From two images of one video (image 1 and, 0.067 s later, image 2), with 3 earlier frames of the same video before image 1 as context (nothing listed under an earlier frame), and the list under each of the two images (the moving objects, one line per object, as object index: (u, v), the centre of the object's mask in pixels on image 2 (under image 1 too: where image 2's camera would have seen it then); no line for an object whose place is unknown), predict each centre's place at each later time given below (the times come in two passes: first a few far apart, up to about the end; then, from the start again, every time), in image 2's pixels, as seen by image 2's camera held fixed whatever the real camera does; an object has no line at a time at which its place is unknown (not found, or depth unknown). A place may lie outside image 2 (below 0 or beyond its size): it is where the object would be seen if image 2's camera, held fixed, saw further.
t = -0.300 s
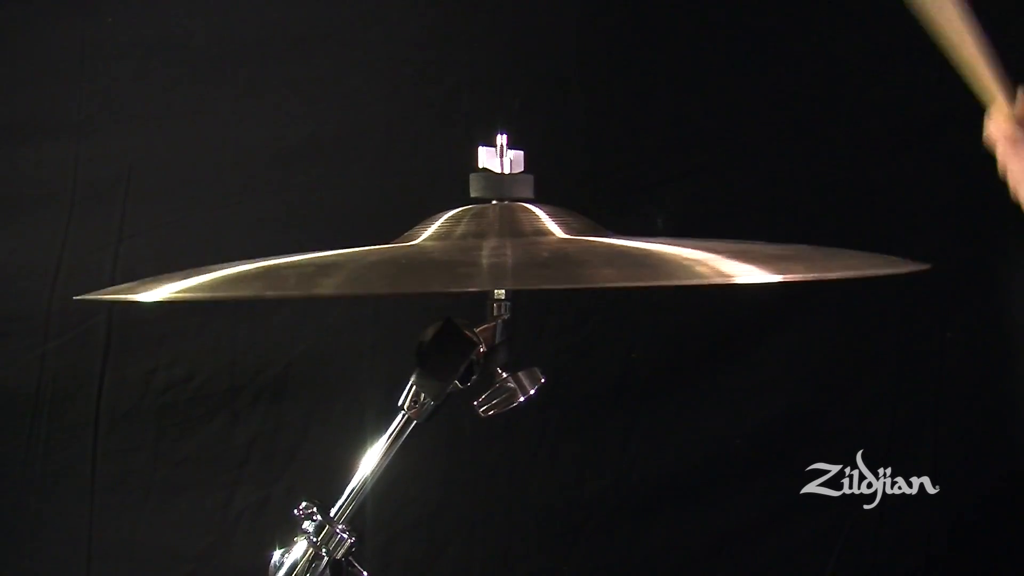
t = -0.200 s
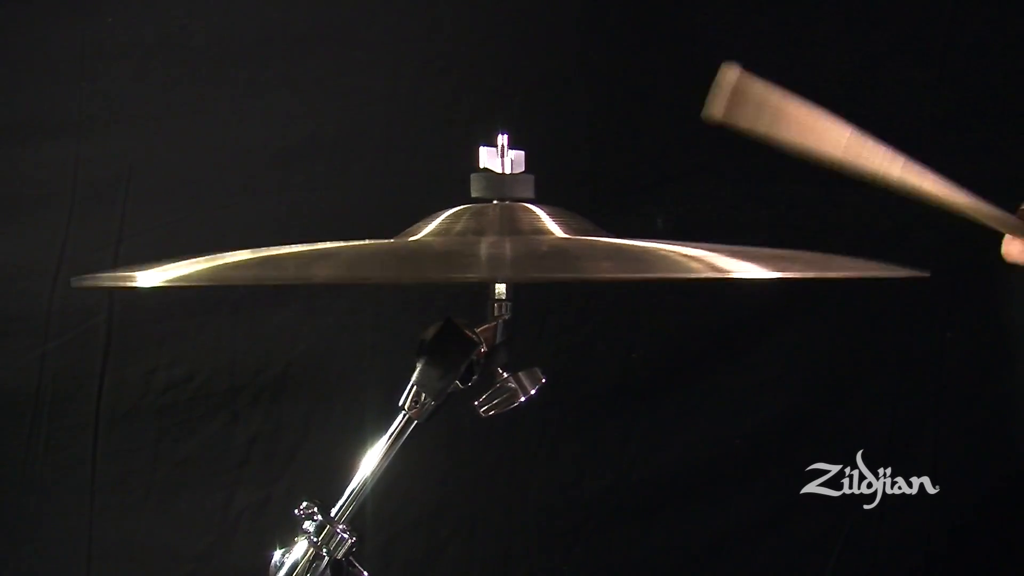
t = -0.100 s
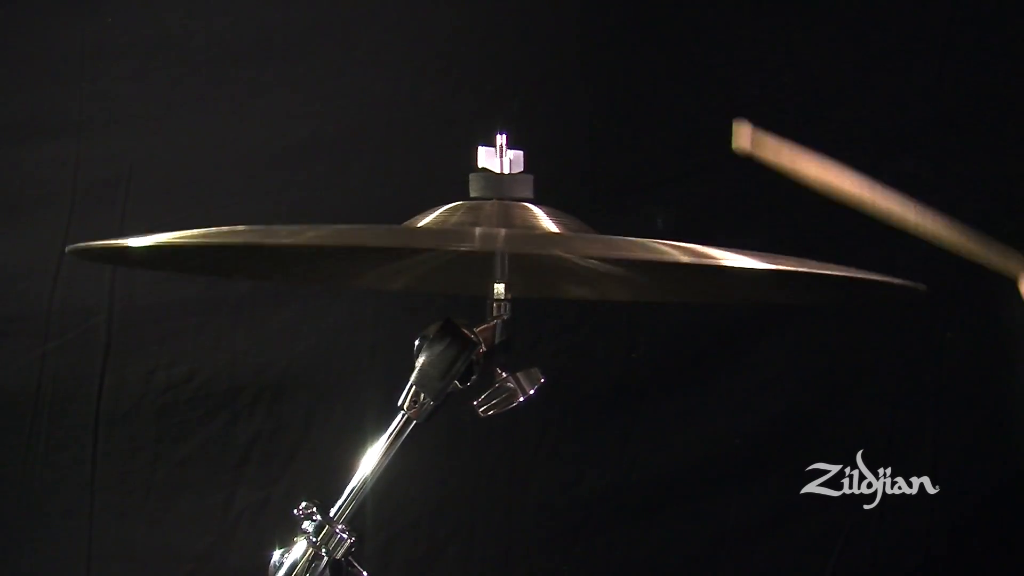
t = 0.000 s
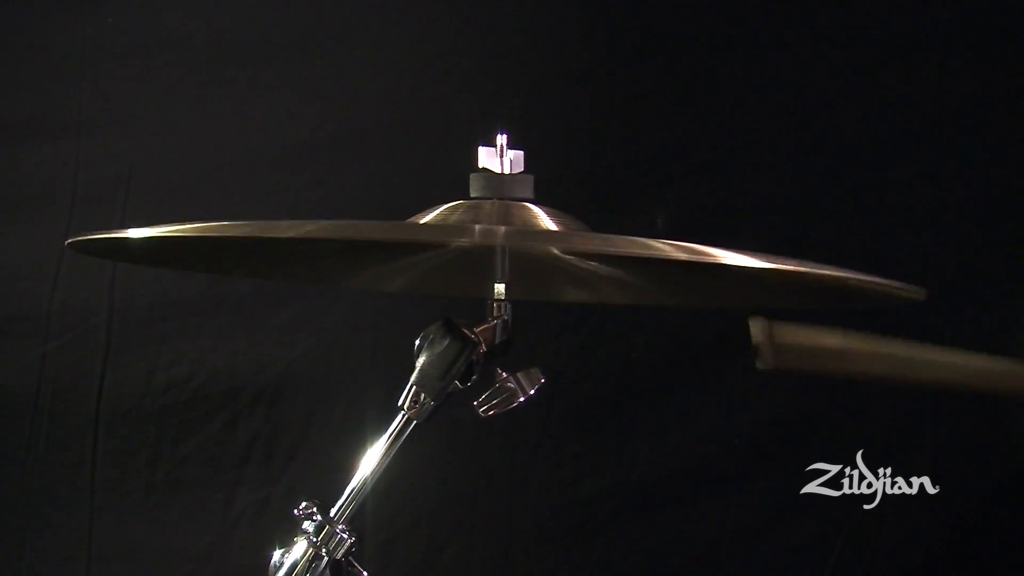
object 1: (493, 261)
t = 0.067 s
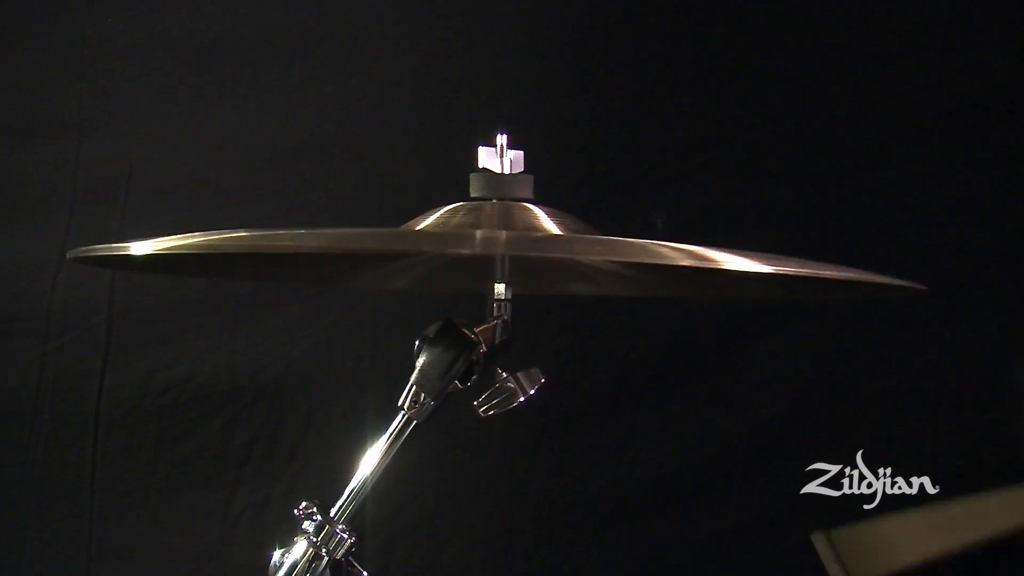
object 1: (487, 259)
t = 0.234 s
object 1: (502, 260)
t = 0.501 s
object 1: (487, 255)
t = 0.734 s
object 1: (496, 258)
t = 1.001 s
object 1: (502, 256)
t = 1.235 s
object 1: (488, 254)
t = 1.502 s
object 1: (498, 255)
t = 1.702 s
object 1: (491, 254)
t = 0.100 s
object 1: (480, 256)
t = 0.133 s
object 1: (488, 254)
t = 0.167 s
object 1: (501, 255)
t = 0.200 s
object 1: (503, 257)
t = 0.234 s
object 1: (502, 260)
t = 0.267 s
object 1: (503, 262)
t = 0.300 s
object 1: (502, 263)
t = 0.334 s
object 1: (502, 263)
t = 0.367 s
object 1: (501, 261)
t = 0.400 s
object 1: (501, 259)
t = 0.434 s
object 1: (502, 257)
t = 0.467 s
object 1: (503, 254)
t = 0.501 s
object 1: (487, 255)
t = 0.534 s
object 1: (480, 256)
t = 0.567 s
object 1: (485, 258)
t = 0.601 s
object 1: (487, 258)
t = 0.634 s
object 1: (492, 259)
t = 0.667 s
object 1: (495, 259)
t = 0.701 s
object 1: (497, 259)
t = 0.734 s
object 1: (496, 258)
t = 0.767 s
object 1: (491, 256)
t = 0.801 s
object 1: (496, 255)
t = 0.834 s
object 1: (498, 254)
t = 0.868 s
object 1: (498, 255)
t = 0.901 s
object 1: (502, 256)
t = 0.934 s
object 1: (503, 256)
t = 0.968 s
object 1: (503, 256)
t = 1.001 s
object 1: (502, 256)
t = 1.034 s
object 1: (500, 255)
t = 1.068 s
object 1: (498, 255)
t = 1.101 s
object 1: (496, 254)
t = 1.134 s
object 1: (495, 254)
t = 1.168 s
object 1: (493, 254)
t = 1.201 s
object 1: (491, 254)
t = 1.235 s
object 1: (488, 254)
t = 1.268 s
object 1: (486, 255)
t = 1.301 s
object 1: (486, 255)
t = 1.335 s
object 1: (489, 254)
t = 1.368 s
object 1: (493, 254)
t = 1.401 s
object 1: (498, 254)
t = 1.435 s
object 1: (499, 254)
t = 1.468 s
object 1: (499, 255)
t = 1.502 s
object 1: (498, 255)
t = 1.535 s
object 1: (499, 255)
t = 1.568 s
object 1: (497, 254)
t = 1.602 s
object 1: (498, 254)
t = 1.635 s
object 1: (497, 254)
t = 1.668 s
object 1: (496, 254)
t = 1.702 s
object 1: (491, 254)
